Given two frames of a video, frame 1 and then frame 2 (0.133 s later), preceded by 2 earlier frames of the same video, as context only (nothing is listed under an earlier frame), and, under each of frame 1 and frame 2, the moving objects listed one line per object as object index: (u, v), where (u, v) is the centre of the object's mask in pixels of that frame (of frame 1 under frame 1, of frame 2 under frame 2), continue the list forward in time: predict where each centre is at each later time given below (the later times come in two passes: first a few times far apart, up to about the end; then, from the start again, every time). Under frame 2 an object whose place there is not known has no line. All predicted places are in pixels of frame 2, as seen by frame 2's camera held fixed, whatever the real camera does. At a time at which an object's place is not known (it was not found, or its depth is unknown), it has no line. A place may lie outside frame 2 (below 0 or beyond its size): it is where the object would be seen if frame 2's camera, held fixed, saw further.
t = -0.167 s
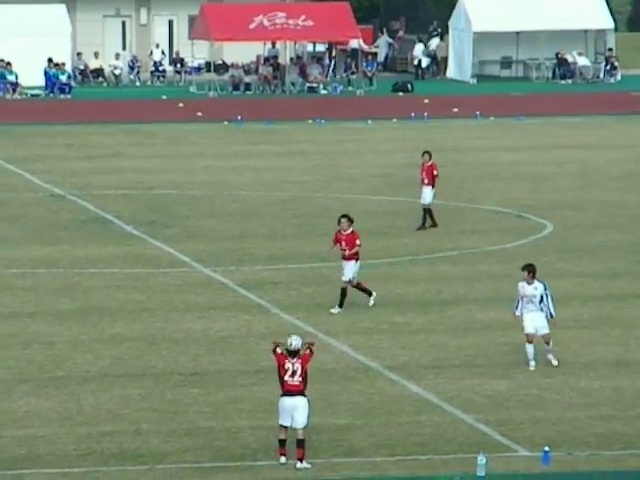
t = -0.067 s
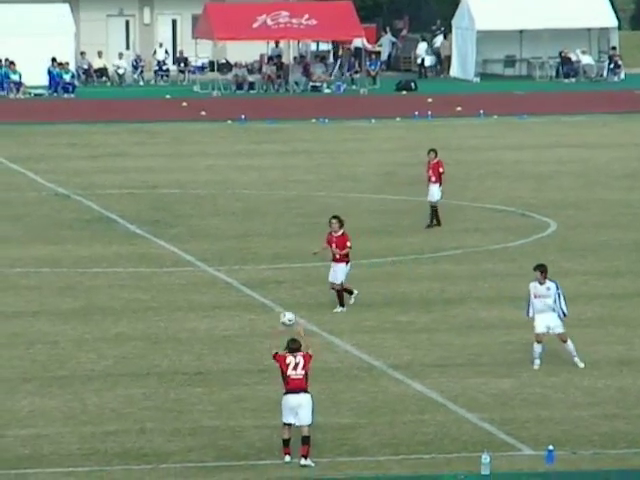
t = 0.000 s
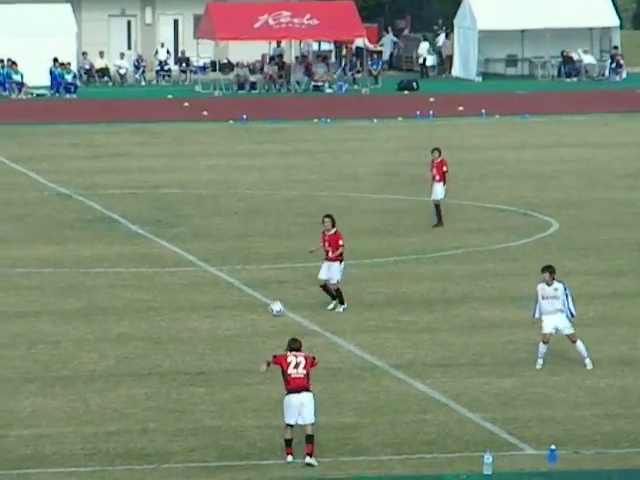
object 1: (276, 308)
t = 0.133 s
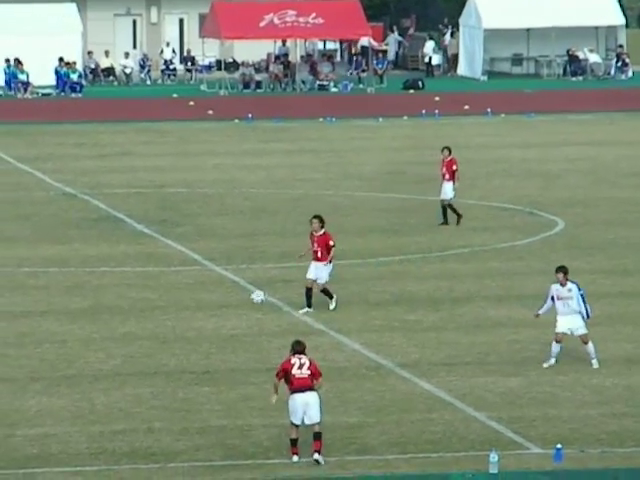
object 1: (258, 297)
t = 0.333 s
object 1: (227, 302)
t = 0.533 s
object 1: (202, 332)
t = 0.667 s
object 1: (187, 357)
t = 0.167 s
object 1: (253, 296)
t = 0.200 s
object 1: (247, 296)
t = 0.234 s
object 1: (241, 297)
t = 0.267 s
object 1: (237, 298)
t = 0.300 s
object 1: (231, 300)
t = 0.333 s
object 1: (227, 302)
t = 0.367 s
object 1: (222, 305)
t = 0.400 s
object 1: (218, 309)
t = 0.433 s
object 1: (214, 314)
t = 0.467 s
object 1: (209, 320)
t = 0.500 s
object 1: (205, 326)
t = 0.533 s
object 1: (202, 332)
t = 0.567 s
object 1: (198, 339)
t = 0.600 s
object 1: (194, 348)
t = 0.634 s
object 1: (190, 357)
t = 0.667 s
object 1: (187, 357)
